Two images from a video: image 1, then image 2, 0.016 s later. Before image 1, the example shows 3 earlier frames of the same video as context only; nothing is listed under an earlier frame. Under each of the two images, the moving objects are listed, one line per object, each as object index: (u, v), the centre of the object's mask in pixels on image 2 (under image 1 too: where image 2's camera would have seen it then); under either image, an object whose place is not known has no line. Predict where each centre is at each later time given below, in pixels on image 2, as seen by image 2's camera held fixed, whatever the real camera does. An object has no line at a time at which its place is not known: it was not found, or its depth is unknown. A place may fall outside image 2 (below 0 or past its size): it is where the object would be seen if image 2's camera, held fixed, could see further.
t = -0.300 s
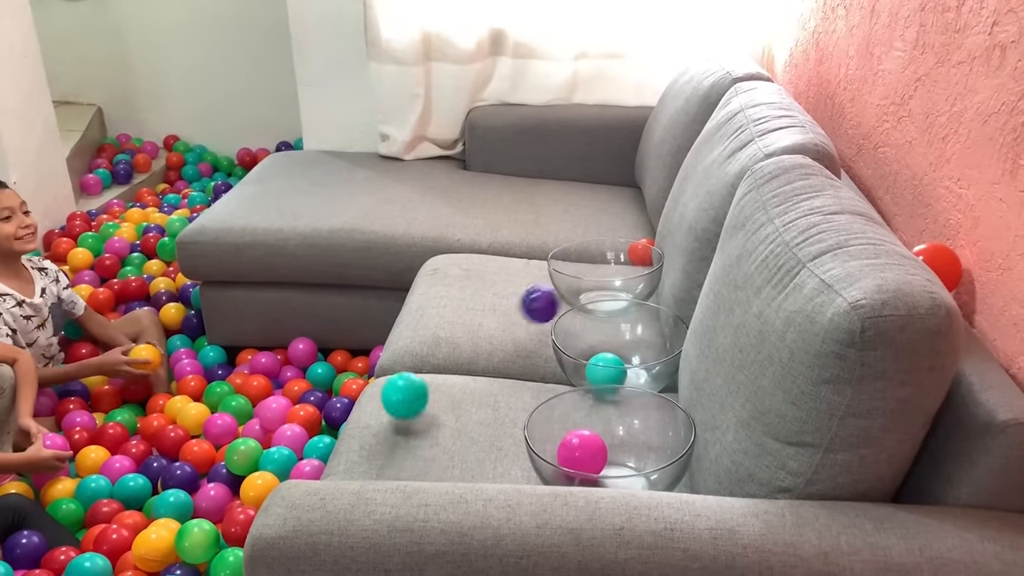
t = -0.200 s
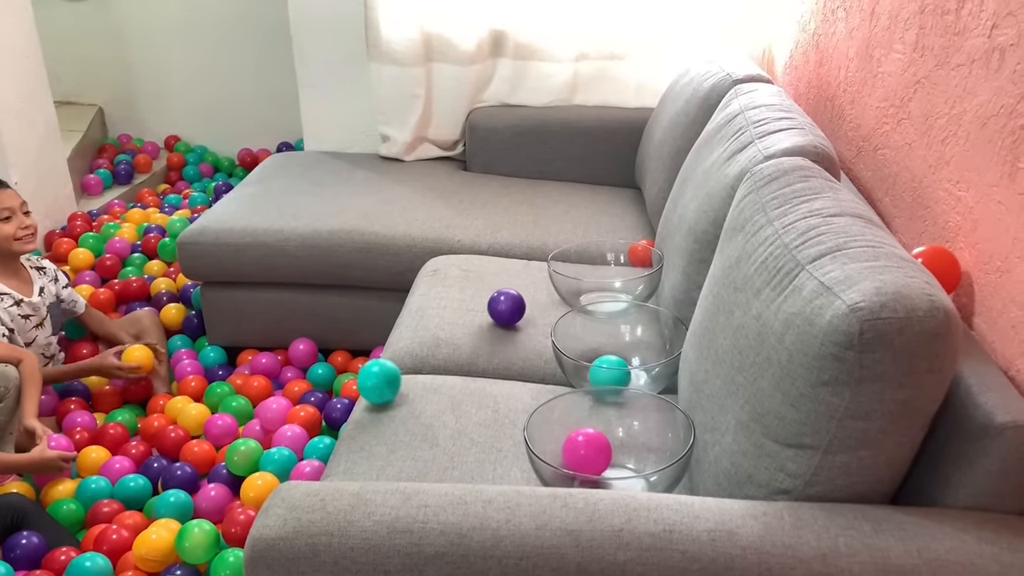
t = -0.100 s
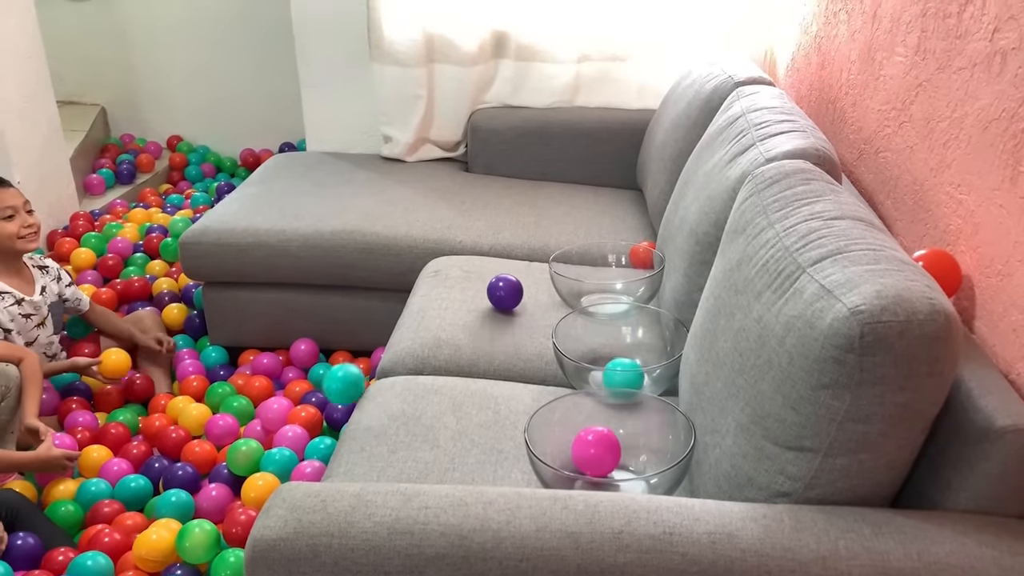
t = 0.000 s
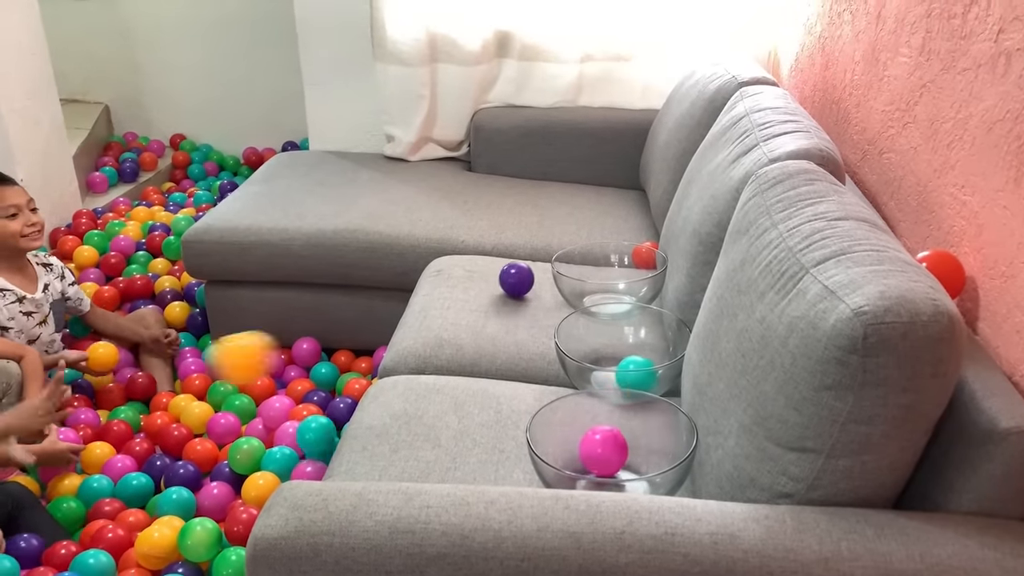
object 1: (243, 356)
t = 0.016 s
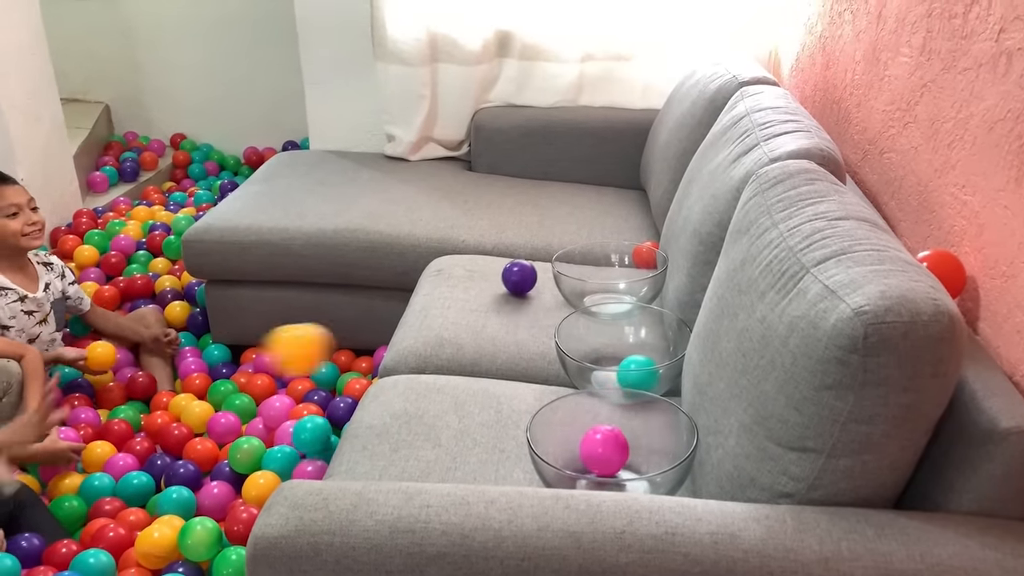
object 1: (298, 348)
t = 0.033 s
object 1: (354, 347)
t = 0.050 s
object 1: (408, 352)
